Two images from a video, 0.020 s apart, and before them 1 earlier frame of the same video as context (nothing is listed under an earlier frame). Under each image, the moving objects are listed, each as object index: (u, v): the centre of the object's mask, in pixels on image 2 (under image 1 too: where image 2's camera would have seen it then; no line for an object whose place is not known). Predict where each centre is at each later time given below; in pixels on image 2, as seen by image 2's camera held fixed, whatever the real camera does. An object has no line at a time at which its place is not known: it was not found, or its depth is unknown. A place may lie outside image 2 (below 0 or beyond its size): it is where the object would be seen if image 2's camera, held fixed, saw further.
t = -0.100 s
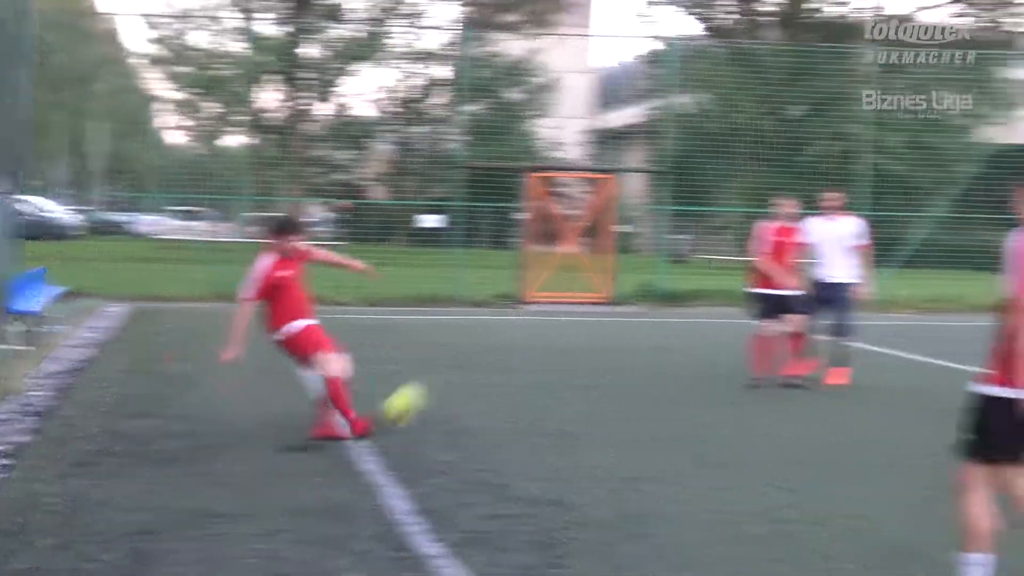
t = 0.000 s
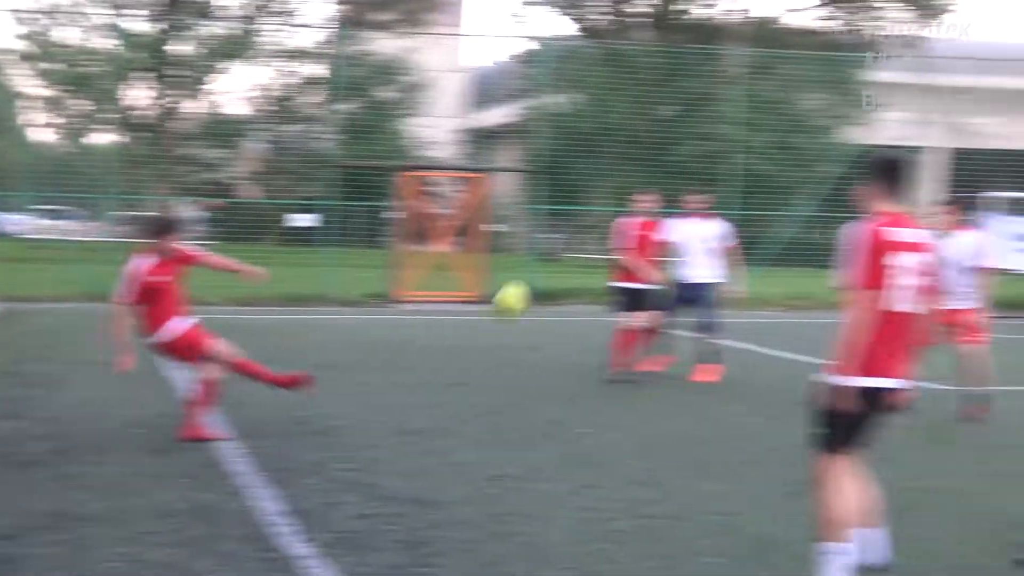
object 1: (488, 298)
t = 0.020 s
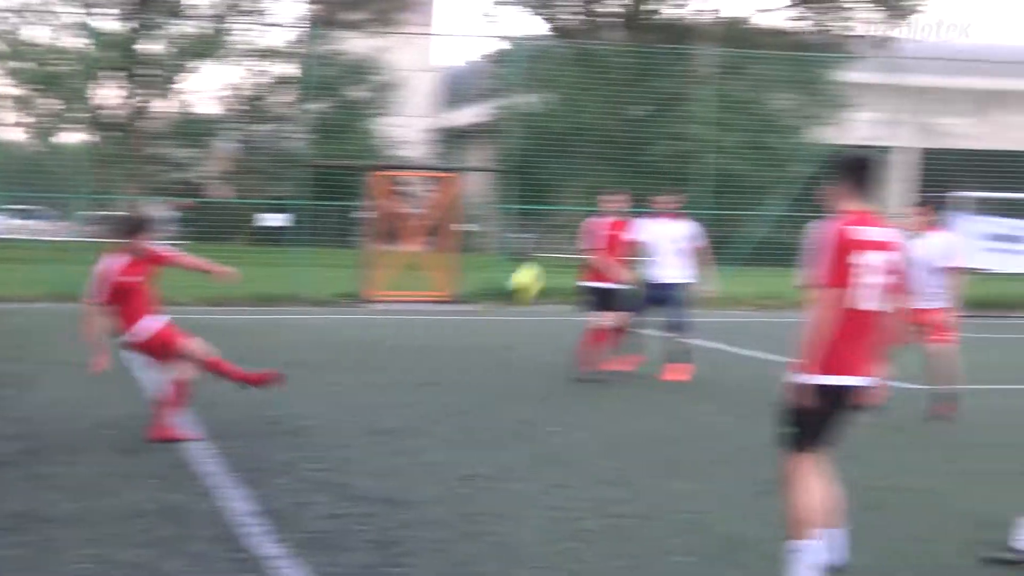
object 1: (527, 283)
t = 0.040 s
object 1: (560, 266)
